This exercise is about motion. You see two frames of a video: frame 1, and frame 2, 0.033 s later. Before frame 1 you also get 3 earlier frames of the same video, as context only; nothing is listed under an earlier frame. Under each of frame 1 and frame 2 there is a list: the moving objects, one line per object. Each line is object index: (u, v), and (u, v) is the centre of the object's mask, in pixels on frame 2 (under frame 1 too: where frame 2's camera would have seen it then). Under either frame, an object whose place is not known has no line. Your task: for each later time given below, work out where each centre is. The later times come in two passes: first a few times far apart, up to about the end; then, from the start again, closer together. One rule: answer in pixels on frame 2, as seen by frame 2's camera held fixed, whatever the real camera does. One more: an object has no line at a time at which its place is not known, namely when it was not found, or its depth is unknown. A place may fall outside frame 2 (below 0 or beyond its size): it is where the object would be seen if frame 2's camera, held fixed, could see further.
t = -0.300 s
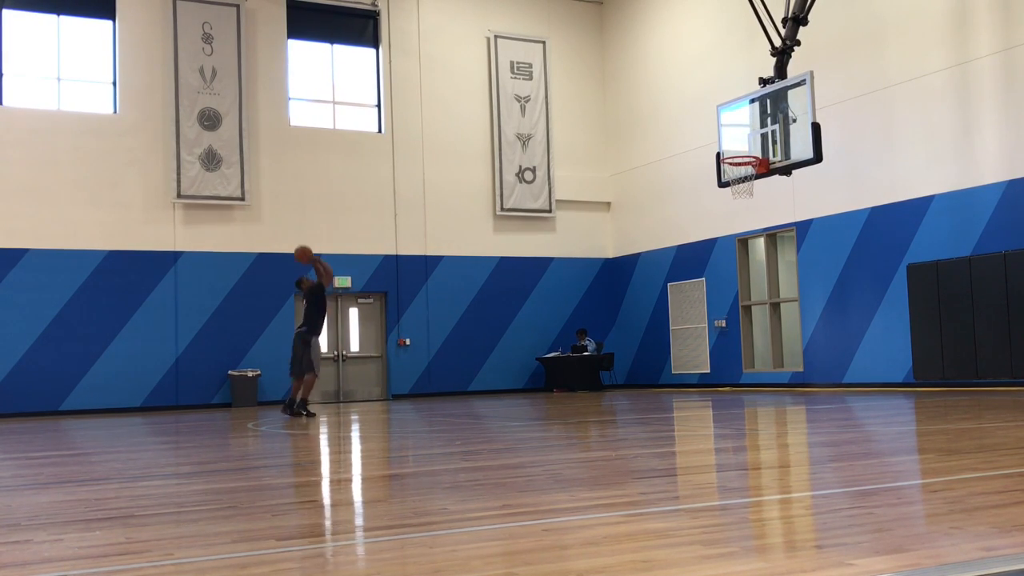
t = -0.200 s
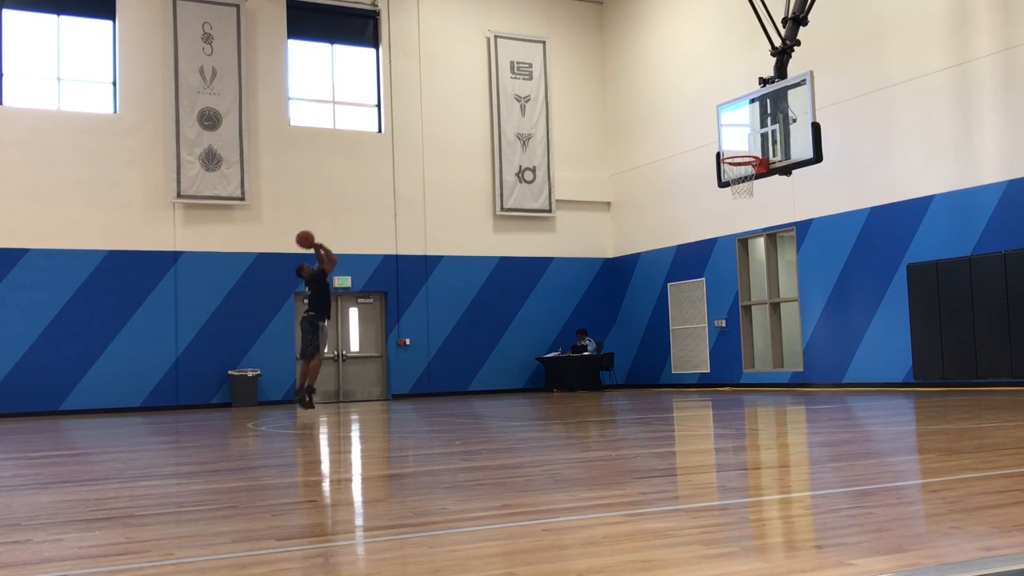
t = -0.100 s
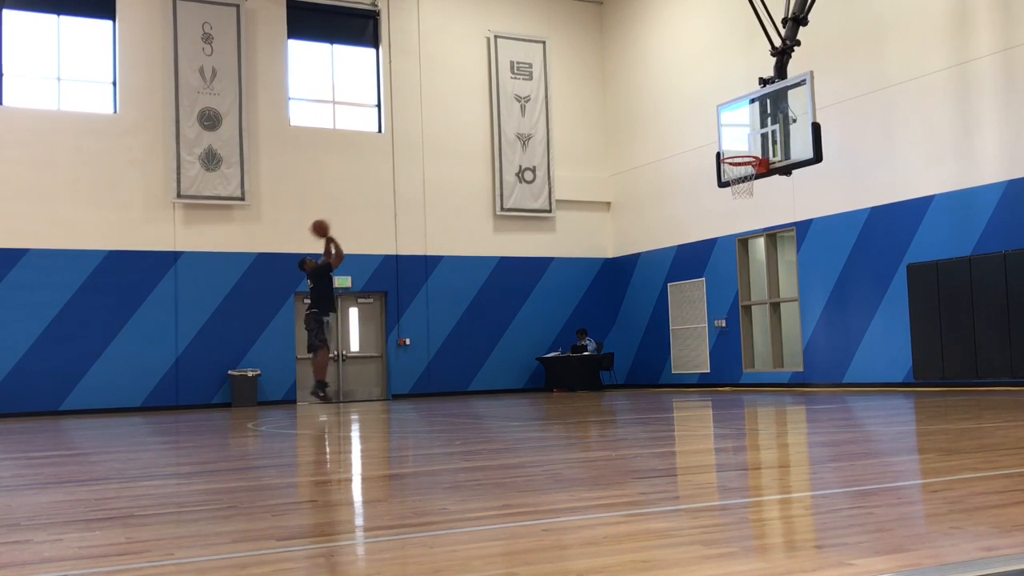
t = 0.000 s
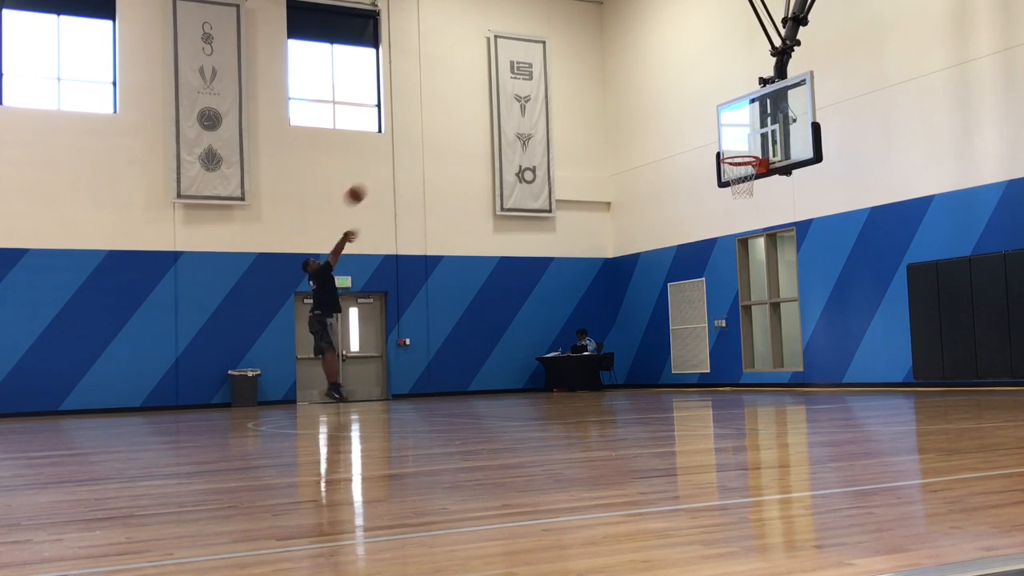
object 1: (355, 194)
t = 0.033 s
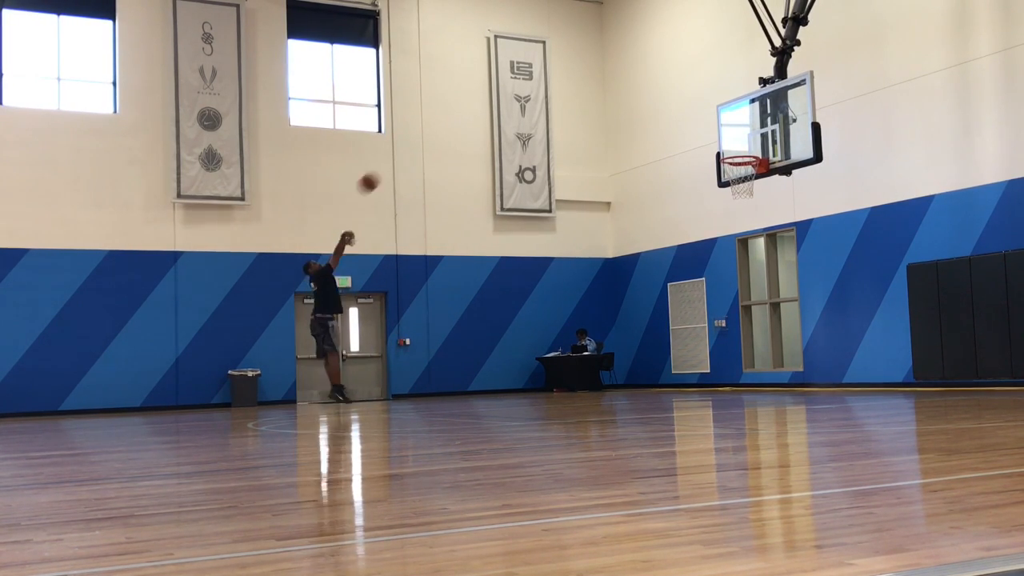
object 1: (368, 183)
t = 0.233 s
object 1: (449, 128)
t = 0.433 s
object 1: (530, 103)
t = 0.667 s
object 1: (628, 109)
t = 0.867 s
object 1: (712, 146)
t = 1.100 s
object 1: (746, 129)
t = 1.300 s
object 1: (736, 107)
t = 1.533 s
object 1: (727, 122)
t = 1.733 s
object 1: (721, 168)
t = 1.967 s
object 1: (715, 263)
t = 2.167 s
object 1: (710, 382)
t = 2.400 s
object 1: (716, 311)
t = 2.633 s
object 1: (724, 258)
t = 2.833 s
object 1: (732, 247)
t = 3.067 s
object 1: (744, 278)
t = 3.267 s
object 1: (757, 341)
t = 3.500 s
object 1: (770, 360)
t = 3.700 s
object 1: (778, 318)
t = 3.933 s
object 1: (790, 313)
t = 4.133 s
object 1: (803, 347)
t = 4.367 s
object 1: (818, 374)
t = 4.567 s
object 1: (830, 344)
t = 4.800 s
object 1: (845, 353)
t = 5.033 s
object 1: (862, 384)
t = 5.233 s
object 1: (871, 361)
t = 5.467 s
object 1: (885, 379)
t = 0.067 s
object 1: (382, 171)
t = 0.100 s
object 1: (396, 161)
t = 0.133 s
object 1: (409, 151)
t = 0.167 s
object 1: (422, 143)
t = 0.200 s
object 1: (436, 135)
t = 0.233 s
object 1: (449, 128)
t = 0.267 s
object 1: (462, 122)
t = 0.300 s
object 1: (476, 116)
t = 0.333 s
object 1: (490, 112)
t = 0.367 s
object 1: (504, 108)
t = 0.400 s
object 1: (517, 105)
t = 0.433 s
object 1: (530, 103)
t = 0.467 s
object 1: (544, 101)
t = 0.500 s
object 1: (558, 100)
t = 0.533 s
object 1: (572, 100)
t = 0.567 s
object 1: (586, 101)
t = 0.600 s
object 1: (600, 103)
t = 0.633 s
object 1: (613, 105)
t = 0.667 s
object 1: (628, 109)
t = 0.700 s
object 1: (641, 113)
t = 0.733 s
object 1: (655, 117)
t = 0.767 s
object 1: (670, 123)
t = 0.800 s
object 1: (684, 130)
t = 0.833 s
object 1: (699, 138)
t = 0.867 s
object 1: (712, 146)
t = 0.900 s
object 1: (725, 152)
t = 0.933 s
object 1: (736, 151)
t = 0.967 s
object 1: (746, 151)
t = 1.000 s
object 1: (751, 149)
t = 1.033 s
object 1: (750, 142)
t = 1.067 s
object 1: (748, 135)
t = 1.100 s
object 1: (746, 129)
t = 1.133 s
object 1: (745, 123)
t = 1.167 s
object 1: (743, 119)
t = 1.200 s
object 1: (741, 114)
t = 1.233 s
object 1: (739, 111)
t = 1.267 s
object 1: (738, 109)
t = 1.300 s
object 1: (736, 107)
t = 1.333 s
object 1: (735, 107)
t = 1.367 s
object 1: (733, 107)
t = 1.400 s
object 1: (732, 108)
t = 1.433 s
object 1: (731, 110)
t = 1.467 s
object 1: (730, 113)
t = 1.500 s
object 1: (728, 117)
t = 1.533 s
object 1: (727, 122)
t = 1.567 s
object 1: (726, 127)
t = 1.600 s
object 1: (725, 133)
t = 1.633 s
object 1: (724, 141)
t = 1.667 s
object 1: (723, 149)
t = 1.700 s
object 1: (722, 157)
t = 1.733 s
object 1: (721, 168)
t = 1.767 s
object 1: (720, 179)
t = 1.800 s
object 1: (718, 190)
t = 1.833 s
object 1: (718, 202)
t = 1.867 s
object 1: (717, 216)
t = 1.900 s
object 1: (717, 231)
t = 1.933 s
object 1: (716, 248)
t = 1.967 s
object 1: (715, 263)
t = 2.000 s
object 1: (715, 281)
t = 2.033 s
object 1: (714, 299)
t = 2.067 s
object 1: (714, 319)
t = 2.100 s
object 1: (713, 338)
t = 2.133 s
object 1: (713, 359)
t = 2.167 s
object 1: (710, 382)
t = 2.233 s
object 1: (712, 378)
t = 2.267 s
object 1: (713, 362)
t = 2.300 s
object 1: (713, 348)
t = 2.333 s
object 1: (714, 336)
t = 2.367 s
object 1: (716, 323)
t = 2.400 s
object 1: (716, 311)
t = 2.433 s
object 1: (717, 301)
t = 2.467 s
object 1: (718, 291)
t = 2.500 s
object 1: (719, 283)
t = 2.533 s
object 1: (720, 275)
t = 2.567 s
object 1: (722, 268)
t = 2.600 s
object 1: (723, 263)
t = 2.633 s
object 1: (724, 258)
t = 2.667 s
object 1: (725, 254)
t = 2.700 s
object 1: (726, 251)
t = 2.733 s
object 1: (728, 249)
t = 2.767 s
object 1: (729, 248)
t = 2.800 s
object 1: (730, 248)
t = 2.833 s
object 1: (732, 247)
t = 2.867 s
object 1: (733, 249)
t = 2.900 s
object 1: (735, 252)
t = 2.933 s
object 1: (737, 255)
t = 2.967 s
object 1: (739, 259)
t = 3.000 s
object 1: (740, 265)
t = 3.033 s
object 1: (742, 271)
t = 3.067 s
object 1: (744, 278)
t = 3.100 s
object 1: (746, 285)
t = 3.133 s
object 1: (748, 294)
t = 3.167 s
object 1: (750, 305)
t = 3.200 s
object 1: (752, 316)
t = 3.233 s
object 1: (755, 328)
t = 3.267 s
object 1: (757, 341)
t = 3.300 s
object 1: (759, 355)
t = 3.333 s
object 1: (762, 369)
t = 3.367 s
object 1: (764, 386)
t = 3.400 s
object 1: (765, 393)
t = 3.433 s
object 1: (767, 381)
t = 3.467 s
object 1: (768, 370)
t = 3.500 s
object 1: (770, 360)
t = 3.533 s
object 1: (770, 350)
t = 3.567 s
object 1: (771, 342)
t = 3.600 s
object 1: (773, 335)
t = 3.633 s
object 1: (775, 329)
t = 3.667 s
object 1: (776, 322)
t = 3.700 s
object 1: (778, 318)
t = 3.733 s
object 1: (780, 315)
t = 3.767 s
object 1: (781, 312)
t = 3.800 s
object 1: (783, 310)
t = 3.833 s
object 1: (785, 309)
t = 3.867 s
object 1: (786, 310)
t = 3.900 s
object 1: (788, 311)
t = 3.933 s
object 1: (790, 313)
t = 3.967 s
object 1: (792, 316)
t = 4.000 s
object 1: (794, 320)
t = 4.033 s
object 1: (796, 325)
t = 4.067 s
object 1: (799, 331)
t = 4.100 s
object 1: (801, 338)
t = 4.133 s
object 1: (803, 347)
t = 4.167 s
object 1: (805, 356)
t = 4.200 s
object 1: (808, 365)
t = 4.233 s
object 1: (811, 376)
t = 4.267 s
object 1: (812, 387)
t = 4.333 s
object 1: (816, 382)
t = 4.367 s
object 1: (818, 374)
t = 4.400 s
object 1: (820, 367)
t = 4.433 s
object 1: (822, 360)
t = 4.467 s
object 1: (824, 354)
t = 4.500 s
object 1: (826, 350)
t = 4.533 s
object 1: (828, 346)
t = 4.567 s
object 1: (830, 344)
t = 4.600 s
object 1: (832, 342)
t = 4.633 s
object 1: (833, 341)
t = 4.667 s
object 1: (836, 342)
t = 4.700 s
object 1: (838, 343)
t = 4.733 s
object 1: (841, 345)
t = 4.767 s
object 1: (843, 348)
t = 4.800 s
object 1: (845, 353)
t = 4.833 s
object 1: (848, 358)
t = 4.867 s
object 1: (851, 364)
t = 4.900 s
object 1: (854, 371)
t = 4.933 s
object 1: (857, 381)
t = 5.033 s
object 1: (862, 384)
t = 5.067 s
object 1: (864, 377)
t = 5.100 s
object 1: (866, 372)
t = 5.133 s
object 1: (867, 368)
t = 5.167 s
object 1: (868, 364)
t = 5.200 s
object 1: (870, 362)
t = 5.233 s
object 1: (871, 361)
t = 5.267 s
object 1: (873, 360)
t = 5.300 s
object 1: (875, 361)
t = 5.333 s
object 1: (877, 363)
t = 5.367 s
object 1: (879, 365)
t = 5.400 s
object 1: (881, 369)
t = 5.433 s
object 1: (883, 374)
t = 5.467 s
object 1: (885, 379)
